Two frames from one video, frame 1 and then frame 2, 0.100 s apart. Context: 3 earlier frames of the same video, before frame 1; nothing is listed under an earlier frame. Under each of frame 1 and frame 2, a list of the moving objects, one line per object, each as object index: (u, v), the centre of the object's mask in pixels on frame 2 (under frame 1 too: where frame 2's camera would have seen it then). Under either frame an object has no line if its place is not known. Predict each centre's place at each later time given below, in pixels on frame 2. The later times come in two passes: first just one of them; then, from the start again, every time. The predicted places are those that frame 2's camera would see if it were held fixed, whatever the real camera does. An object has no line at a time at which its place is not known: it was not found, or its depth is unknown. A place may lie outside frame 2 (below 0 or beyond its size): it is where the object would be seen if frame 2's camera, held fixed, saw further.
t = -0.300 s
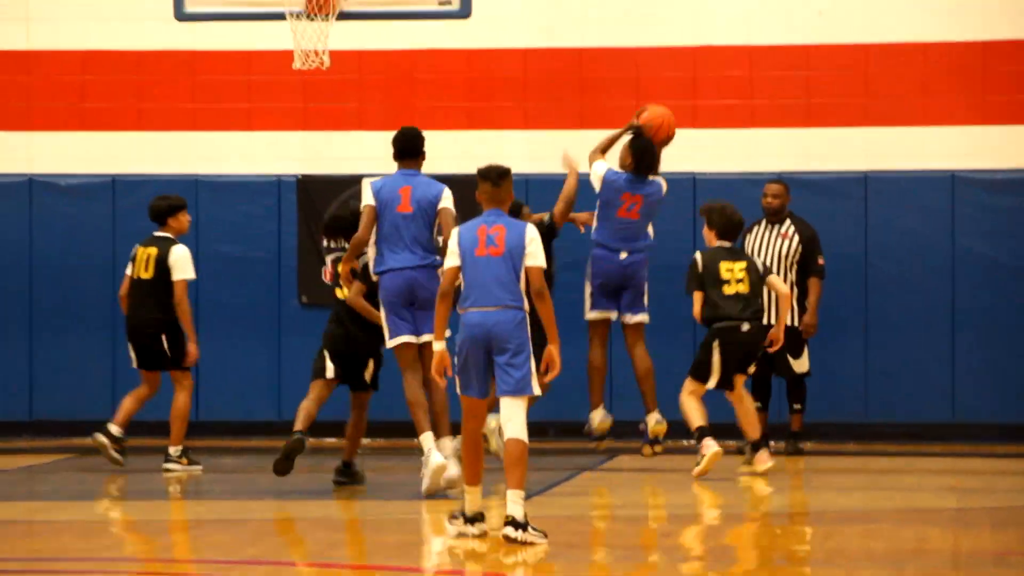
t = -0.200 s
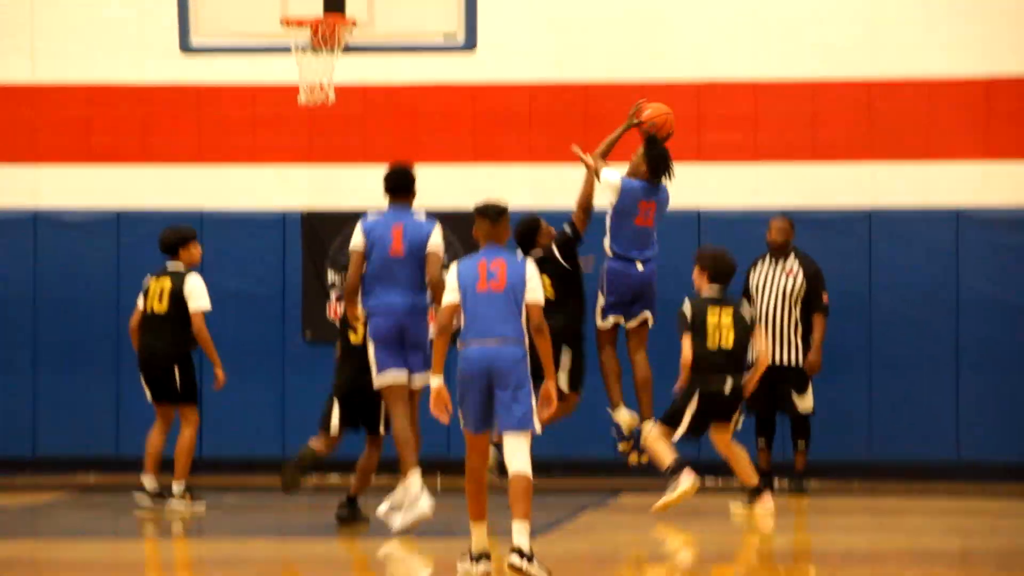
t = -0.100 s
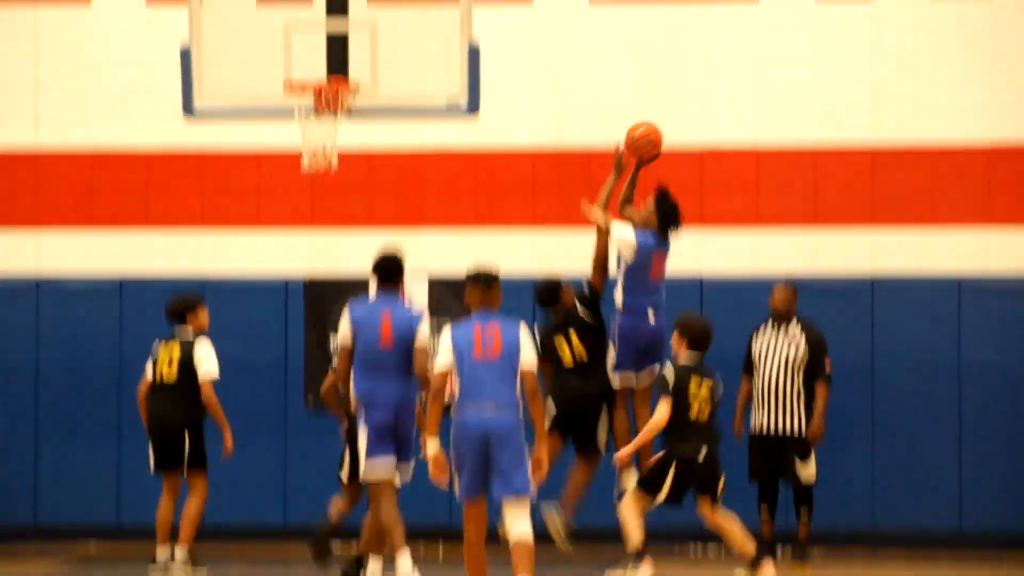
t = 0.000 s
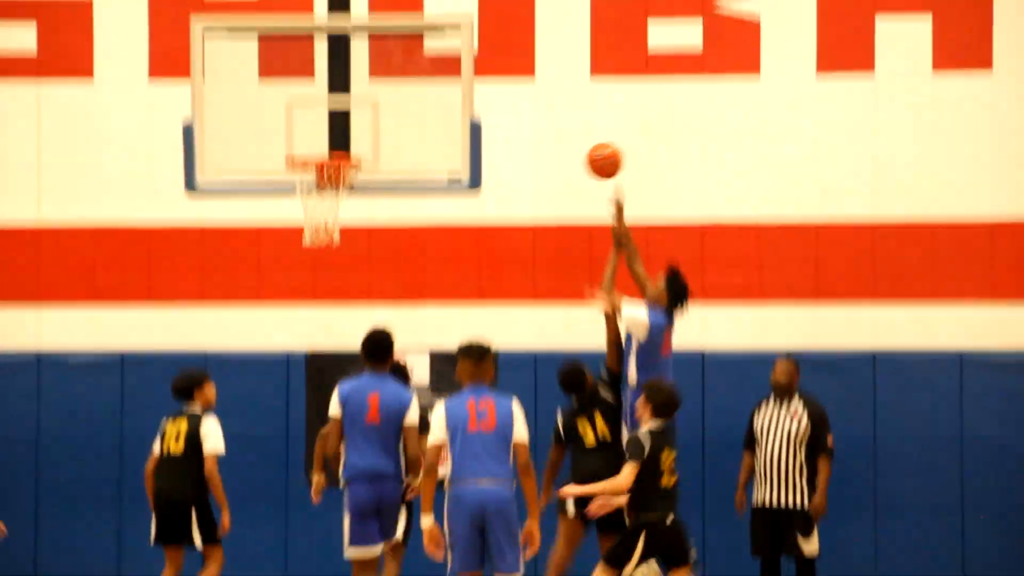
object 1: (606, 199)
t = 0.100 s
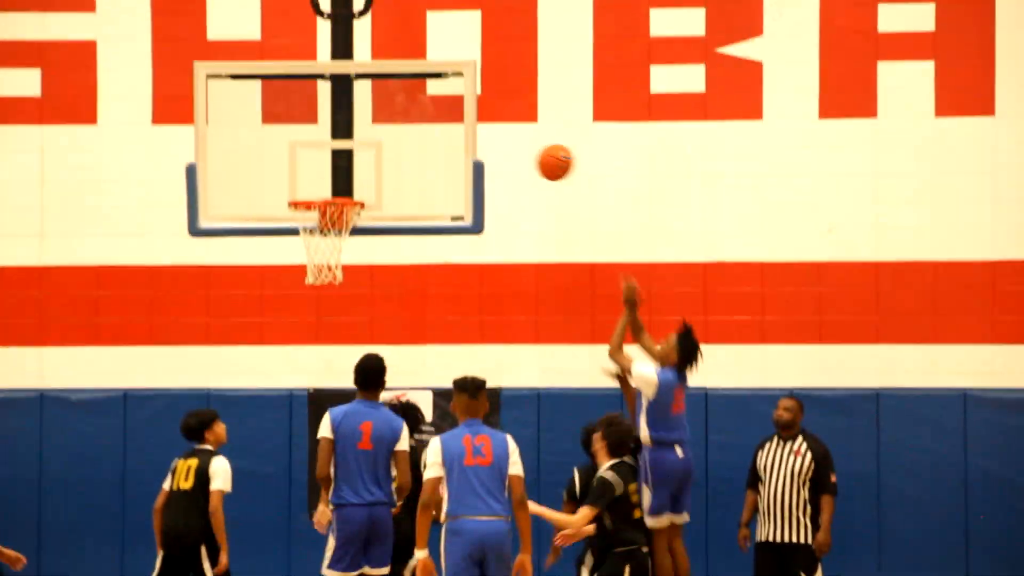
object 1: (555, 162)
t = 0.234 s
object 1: (487, 134)
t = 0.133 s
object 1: (538, 152)
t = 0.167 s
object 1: (520, 144)
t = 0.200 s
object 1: (504, 138)
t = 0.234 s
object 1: (487, 134)
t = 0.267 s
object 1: (470, 131)
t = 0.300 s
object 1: (453, 130)
